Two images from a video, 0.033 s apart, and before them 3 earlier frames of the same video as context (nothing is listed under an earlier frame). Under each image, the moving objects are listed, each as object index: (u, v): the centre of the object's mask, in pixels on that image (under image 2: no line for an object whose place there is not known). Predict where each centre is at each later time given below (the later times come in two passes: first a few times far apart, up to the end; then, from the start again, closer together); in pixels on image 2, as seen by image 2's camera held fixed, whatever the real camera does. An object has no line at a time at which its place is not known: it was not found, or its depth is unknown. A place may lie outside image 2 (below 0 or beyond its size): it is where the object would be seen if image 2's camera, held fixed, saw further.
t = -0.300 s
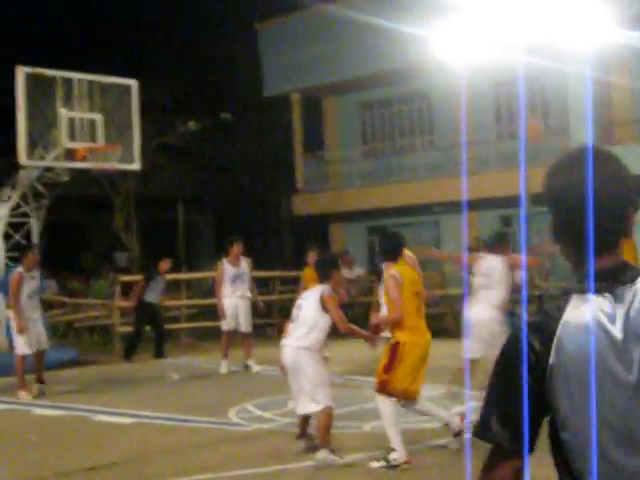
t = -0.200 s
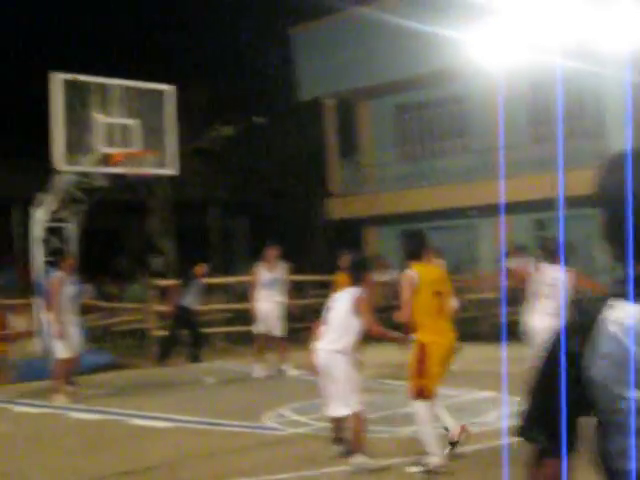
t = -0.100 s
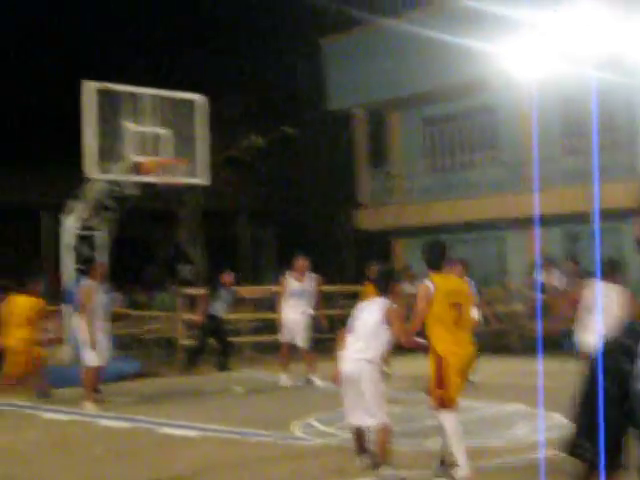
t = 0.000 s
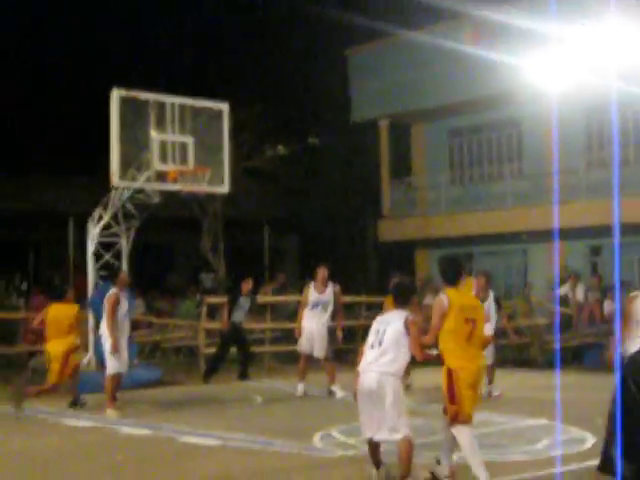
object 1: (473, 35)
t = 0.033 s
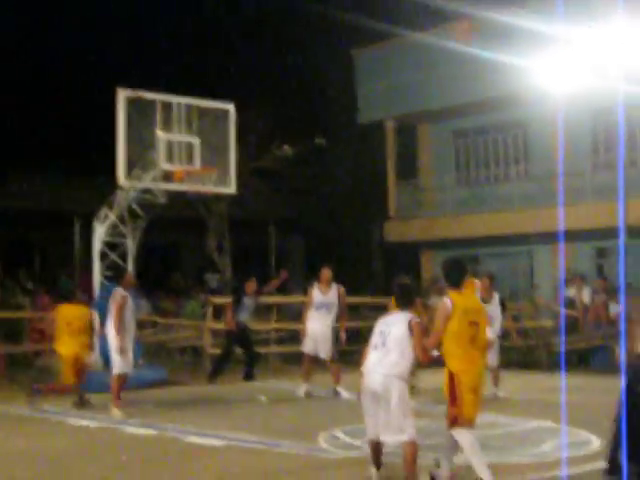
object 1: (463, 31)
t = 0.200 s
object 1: (398, 16)
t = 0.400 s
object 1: (327, 26)
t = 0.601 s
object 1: (266, 67)
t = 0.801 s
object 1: (210, 133)
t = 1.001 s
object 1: (220, 152)
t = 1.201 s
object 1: (264, 142)
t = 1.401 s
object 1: (310, 164)
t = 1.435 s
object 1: (318, 172)
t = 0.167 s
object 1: (411, 15)
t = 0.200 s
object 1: (398, 16)
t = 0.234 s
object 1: (384, 17)
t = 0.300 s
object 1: (360, 16)
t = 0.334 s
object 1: (350, 18)
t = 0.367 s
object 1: (338, 22)
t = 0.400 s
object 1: (327, 26)
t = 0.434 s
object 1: (317, 31)
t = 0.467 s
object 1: (306, 37)
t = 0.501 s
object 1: (295, 43)
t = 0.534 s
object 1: (284, 51)
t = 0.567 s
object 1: (275, 58)
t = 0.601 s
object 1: (266, 67)
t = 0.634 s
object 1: (257, 76)
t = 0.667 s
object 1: (247, 87)
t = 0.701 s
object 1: (239, 96)
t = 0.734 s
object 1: (230, 106)
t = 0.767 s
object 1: (220, 120)
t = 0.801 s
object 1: (210, 133)
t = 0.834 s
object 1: (206, 144)
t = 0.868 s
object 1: (194, 160)
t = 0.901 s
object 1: (193, 163)
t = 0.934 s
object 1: (206, 163)
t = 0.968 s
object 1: (215, 157)
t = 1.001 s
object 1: (220, 152)
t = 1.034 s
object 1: (227, 148)
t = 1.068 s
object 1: (235, 146)
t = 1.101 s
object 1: (244, 143)
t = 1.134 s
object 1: (250, 142)
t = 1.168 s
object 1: (257, 142)
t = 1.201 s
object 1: (264, 142)
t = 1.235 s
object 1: (272, 144)
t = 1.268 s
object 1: (279, 146)
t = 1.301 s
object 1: (286, 148)
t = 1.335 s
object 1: (294, 153)
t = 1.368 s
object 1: (300, 157)
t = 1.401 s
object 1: (310, 164)
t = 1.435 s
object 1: (318, 172)
